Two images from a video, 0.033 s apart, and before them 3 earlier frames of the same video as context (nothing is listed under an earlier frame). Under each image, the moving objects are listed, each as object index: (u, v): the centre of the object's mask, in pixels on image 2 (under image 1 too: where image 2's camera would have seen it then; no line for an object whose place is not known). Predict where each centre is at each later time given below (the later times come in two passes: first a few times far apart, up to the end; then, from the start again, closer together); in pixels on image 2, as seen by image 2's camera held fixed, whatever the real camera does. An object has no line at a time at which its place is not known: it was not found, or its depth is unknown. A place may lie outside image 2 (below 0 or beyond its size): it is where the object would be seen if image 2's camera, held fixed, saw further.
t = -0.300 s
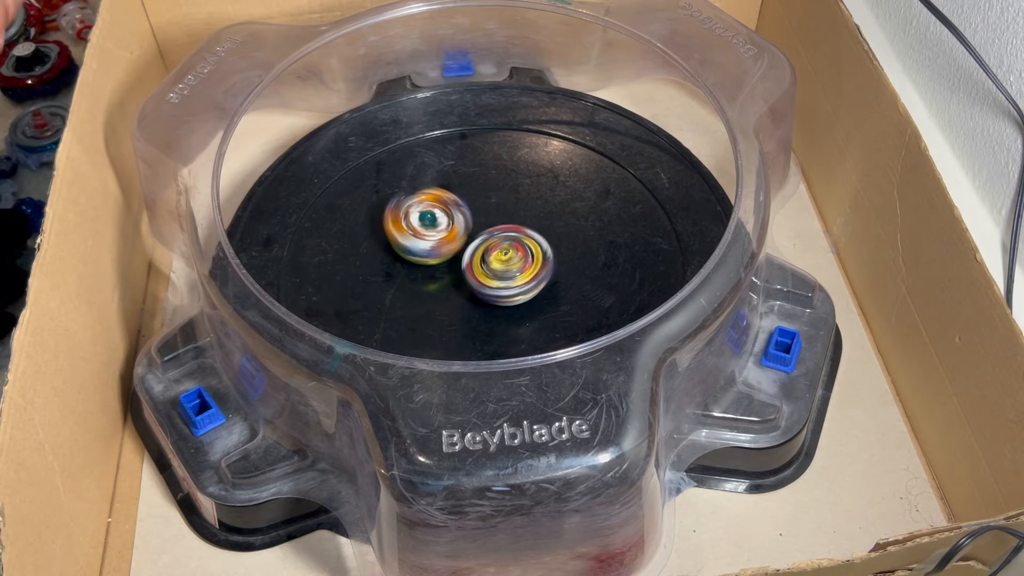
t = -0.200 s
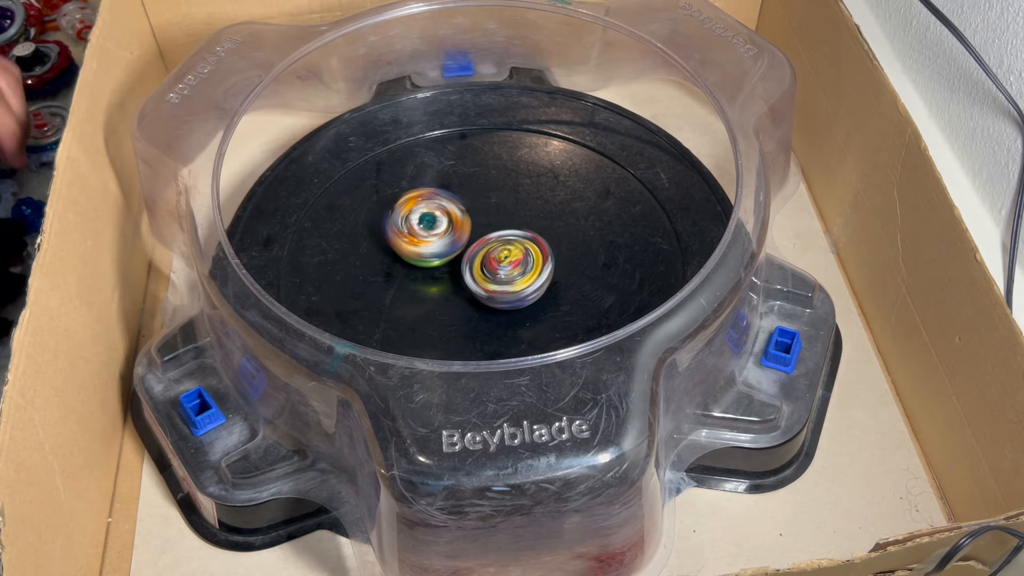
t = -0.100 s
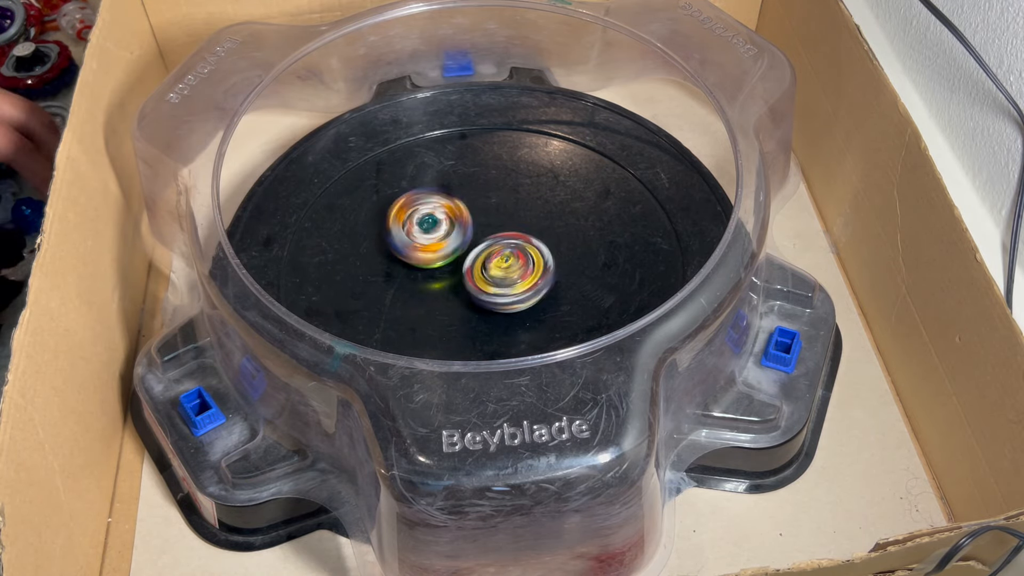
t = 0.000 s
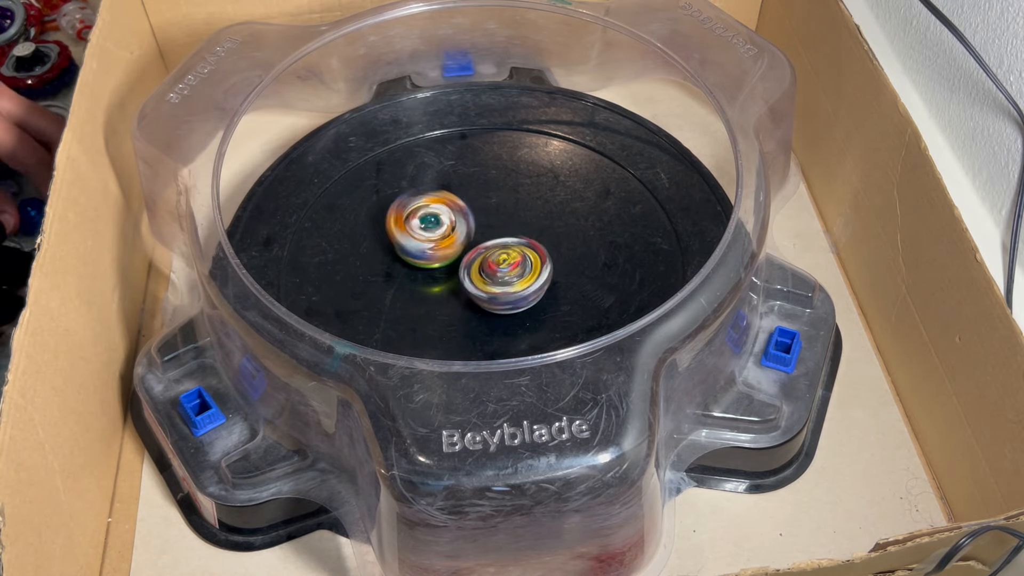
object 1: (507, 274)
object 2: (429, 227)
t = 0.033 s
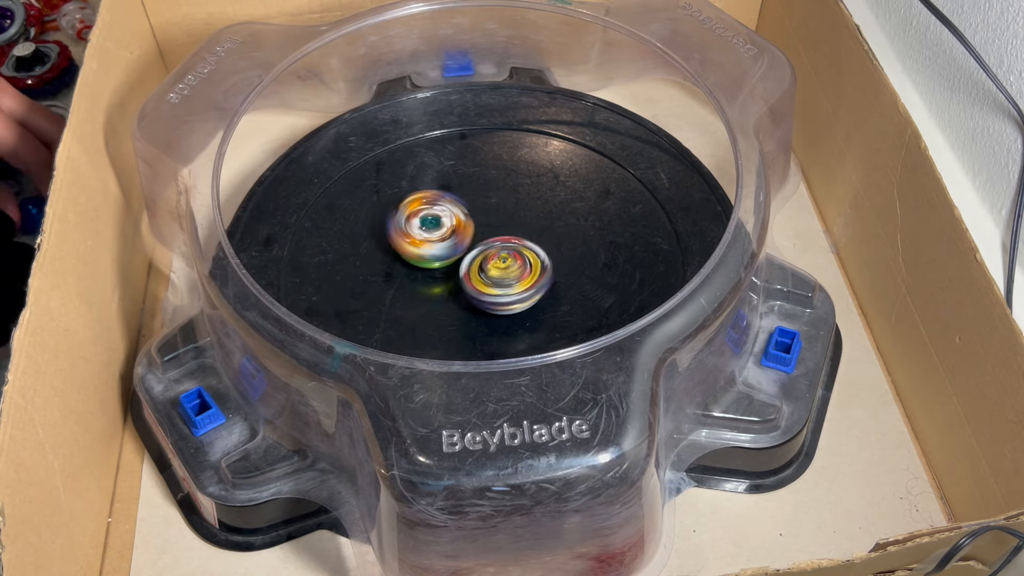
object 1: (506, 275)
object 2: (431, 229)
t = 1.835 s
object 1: (498, 281)
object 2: (431, 225)
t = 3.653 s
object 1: (515, 276)
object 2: (436, 224)
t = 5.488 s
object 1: (511, 274)
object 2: (411, 249)
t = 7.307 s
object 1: (509, 269)
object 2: (429, 235)
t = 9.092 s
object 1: (516, 269)
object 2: (439, 251)
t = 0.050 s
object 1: (504, 275)
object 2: (432, 229)
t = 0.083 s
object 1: (504, 276)
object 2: (431, 228)
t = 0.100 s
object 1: (503, 276)
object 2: (431, 228)
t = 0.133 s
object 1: (501, 277)
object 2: (432, 229)
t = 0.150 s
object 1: (501, 277)
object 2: (432, 228)
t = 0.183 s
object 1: (500, 277)
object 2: (432, 227)
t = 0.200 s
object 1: (499, 277)
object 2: (432, 227)
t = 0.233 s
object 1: (499, 277)
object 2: (431, 225)
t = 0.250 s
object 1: (499, 277)
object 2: (430, 226)
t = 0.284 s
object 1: (498, 278)
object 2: (431, 225)
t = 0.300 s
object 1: (498, 278)
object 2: (429, 223)
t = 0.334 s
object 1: (496, 278)
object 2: (430, 222)
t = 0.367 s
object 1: (495, 278)
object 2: (431, 221)
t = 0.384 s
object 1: (496, 277)
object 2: (432, 221)
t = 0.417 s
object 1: (494, 277)
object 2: (432, 221)
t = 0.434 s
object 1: (494, 277)
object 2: (433, 221)
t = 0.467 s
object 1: (494, 277)
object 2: (432, 221)
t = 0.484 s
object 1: (493, 277)
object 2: (432, 220)
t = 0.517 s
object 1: (494, 277)
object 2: (429, 218)
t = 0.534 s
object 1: (494, 277)
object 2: (428, 217)
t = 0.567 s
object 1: (493, 277)
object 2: (429, 218)
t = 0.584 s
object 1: (493, 276)
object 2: (430, 218)
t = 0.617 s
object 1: (493, 276)
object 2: (431, 220)
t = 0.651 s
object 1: (494, 276)
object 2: (432, 220)
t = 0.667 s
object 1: (493, 276)
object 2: (431, 220)
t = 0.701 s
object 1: (493, 276)
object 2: (431, 220)
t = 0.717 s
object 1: (493, 275)
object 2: (431, 220)
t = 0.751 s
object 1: (493, 275)
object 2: (431, 220)
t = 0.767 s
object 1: (493, 275)
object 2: (431, 221)
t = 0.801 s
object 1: (494, 276)
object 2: (430, 220)
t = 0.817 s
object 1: (494, 276)
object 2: (429, 220)
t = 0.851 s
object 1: (494, 276)
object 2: (430, 221)
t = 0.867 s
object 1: (495, 275)
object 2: (431, 221)
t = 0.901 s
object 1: (496, 276)
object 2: (431, 222)
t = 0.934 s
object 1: (496, 276)
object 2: (431, 223)
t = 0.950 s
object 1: (495, 276)
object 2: (432, 223)
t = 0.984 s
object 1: (496, 276)
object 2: (432, 223)
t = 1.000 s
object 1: (497, 276)
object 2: (432, 222)
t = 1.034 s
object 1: (497, 276)
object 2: (432, 223)
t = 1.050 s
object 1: (497, 276)
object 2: (433, 223)
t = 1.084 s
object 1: (499, 278)
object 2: (429, 221)
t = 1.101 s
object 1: (499, 279)
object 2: (429, 221)
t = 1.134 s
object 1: (498, 279)
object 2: (427, 222)
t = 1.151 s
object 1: (499, 278)
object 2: (429, 223)
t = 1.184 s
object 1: (500, 278)
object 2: (432, 225)
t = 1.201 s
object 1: (499, 279)
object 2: (433, 225)
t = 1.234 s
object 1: (500, 279)
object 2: (434, 227)
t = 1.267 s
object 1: (499, 279)
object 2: (434, 226)
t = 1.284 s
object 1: (499, 279)
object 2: (434, 227)
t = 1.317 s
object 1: (499, 279)
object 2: (434, 226)
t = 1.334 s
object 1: (499, 279)
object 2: (434, 227)
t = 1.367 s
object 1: (498, 279)
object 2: (434, 226)
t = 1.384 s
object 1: (498, 279)
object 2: (434, 227)
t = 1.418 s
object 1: (498, 280)
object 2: (434, 226)
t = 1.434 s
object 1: (498, 280)
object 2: (433, 227)
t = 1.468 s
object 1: (498, 280)
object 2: (433, 225)
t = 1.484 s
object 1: (498, 280)
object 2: (433, 226)
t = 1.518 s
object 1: (498, 280)
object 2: (432, 226)
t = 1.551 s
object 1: (498, 280)
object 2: (434, 226)
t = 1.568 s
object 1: (498, 280)
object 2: (434, 226)
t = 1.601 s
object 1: (499, 280)
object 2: (434, 225)
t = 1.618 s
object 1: (498, 280)
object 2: (433, 226)
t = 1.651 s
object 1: (497, 280)
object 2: (434, 226)
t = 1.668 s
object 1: (498, 280)
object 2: (433, 226)
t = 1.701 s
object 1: (498, 280)
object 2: (433, 225)
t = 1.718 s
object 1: (498, 281)
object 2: (432, 226)
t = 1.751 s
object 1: (497, 280)
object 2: (434, 226)
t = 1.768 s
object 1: (498, 280)
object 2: (432, 226)
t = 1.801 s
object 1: (499, 281)
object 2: (431, 224)
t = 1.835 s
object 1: (498, 281)
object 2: (431, 225)
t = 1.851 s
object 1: (498, 280)
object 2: (432, 226)
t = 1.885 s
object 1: (498, 280)
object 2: (434, 226)
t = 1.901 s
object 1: (499, 280)
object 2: (434, 226)
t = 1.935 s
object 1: (499, 280)
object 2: (435, 226)
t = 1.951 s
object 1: (499, 280)
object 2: (434, 226)
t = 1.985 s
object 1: (497, 279)
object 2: (434, 226)
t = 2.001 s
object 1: (499, 280)
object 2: (433, 226)
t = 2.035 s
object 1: (500, 280)
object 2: (431, 225)
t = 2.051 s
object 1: (499, 280)
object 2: (431, 225)
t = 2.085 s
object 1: (500, 279)
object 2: (433, 226)
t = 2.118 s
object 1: (501, 279)
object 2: (435, 226)
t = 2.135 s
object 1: (500, 279)
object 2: (435, 226)
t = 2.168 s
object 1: (500, 279)
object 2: (435, 225)
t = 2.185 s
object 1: (500, 279)
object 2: (434, 226)
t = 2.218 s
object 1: (499, 279)
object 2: (434, 227)
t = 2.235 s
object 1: (500, 278)
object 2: (434, 226)
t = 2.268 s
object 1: (502, 279)
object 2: (433, 225)
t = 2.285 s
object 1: (502, 279)
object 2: (433, 225)
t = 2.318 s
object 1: (501, 279)
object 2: (434, 226)
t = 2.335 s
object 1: (502, 278)
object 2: (436, 226)
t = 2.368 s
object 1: (503, 278)
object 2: (436, 225)
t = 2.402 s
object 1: (503, 279)
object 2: (436, 225)
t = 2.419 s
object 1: (503, 278)
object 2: (436, 226)
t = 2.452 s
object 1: (502, 278)
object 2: (436, 226)
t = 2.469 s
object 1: (503, 278)
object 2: (435, 226)
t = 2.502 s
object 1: (504, 278)
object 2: (434, 226)
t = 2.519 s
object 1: (504, 278)
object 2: (434, 227)
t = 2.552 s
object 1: (503, 278)
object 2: (435, 228)
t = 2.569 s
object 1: (504, 278)
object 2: (434, 227)
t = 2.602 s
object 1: (505, 279)
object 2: (432, 225)
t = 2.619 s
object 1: (505, 279)
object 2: (431, 226)
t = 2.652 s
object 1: (505, 278)
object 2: (432, 227)
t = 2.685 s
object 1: (505, 278)
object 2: (435, 228)
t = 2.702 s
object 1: (505, 278)
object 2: (435, 227)
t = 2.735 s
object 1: (506, 277)
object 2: (436, 228)
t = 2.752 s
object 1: (506, 277)
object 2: (436, 228)
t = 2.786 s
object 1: (505, 277)
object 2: (435, 229)
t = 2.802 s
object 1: (505, 277)
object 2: (435, 229)
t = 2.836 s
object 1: (506, 277)
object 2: (435, 229)
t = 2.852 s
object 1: (506, 276)
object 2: (434, 229)
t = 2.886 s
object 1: (506, 276)
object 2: (434, 230)
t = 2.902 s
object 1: (506, 277)
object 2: (432, 230)
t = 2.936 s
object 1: (506, 276)
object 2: (433, 230)
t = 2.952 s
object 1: (506, 277)
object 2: (432, 230)
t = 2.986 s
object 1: (506, 277)
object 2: (432, 230)
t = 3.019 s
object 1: (508, 278)
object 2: (431, 228)
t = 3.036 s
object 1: (508, 278)
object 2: (431, 228)
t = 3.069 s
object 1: (507, 277)
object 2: (430, 230)
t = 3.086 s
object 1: (507, 277)
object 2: (432, 230)
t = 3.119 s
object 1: (508, 276)
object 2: (433, 231)
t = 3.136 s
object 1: (508, 276)
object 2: (434, 231)
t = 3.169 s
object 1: (508, 276)
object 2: (434, 231)
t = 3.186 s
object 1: (508, 276)
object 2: (433, 231)
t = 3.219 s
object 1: (507, 276)
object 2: (434, 232)
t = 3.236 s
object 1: (507, 276)
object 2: (434, 232)
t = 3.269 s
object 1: (512, 278)
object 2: (427, 227)
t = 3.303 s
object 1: (512, 280)
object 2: (422, 225)
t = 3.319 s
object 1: (512, 280)
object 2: (422, 224)
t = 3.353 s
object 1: (511, 280)
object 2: (424, 225)
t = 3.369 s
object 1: (511, 279)
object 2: (424, 224)
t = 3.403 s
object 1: (511, 279)
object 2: (425, 224)
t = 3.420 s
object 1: (511, 278)
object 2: (426, 224)
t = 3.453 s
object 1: (512, 278)
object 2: (428, 225)
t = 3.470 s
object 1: (511, 278)
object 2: (429, 226)
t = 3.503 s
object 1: (510, 277)
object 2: (431, 226)
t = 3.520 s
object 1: (509, 276)
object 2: (432, 227)
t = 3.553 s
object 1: (510, 275)
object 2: (434, 228)
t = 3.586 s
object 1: (509, 274)
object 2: (437, 229)
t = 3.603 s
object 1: (511, 275)
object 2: (437, 229)
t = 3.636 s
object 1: (514, 276)
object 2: (435, 225)
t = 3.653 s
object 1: (515, 276)
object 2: (436, 224)
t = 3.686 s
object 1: (514, 276)
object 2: (438, 223)
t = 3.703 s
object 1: (514, 276)
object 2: (439, 223)
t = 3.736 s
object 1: (513, 274)
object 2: (441, 222)
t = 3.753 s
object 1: (514, 274)
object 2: (441, 221)
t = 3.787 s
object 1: (515, 272)
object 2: (442, 221)
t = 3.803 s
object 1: (515, 272)
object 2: (443, 221)
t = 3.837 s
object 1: (516, 271)
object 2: (445, 221)
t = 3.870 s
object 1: (515, 270)
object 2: (447, 220)
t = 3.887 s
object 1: (515, 270)
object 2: (447, 220)
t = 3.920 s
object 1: (515, 269)
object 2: (449, 219)
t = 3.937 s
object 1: (516, 268)
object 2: (450, 219)
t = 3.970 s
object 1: (516, 268)
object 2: (451, 218)
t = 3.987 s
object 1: (517, 269)
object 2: (449, 218)
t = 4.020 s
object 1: (517, 270)
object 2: (448, 215)
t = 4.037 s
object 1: (517, 270)
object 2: (449, 214)
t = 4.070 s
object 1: (516, 270)
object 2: (450, 213)
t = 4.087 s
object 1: (515, 269)
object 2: (451, 212)
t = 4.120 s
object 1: (516, 268)
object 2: (451, 212)
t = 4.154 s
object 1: (518, 267)
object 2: (451, 213)
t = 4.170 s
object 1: (518, 268)
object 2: (452, 213)
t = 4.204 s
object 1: (517, 268)
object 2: (453, 214)
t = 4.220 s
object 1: (516, 267)
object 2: (455, 214)
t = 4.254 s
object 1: (516, 267)
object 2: (455, 213)
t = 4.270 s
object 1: (516, 267)
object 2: (454, 213)
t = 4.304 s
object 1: (515, 267)
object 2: (452, 213)
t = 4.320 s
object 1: (515, 267)
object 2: (452, 213)
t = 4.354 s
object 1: (514, 267)
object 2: (452, 215)
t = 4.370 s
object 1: (516, 268)
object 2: (449, 213)
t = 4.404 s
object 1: (516, 270)
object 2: (443, 212)
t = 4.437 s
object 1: (515, 270)
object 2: (441, 212)
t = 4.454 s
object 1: (514, 270)
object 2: (441, 212)
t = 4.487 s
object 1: (514, 270)
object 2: (441, 212)
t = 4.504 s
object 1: (513, 269)
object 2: (440, 213)
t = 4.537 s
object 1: (514, 268)
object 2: (441, 214)
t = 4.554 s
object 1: (514, 268)
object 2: (442, 216)
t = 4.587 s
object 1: (514, 268)
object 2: (442, 219)
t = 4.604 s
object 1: (513, 268)
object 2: (442, 220)
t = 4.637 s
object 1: (513, 268)
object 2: (441, 222)
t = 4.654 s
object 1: (513, 269)
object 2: (441, 223)
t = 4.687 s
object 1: (511, 270)
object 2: (441, 222)
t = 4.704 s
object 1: (510, 270)
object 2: (440, 222)
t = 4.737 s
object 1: (508, 270)
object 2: (439, 222)
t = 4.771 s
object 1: (509, 269)
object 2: (436, 223)
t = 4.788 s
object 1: (510, 270)
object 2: (435, 222)
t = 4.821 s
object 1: (509, 271)
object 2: (433, 224)
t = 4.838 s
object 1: (508, 271)
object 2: (432, 226)
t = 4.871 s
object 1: (507, 271)
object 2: (433, 227)
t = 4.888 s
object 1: (507, 271)
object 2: (432, 226)
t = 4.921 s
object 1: (507, 270)
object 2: (430, 227)
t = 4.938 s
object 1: (508, 270)
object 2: (429, 229)
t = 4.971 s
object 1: (508, 271)
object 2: (428, 230)
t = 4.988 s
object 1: (509, 272)
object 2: (428, 230)
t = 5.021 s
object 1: (508, 273)
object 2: (426, 231)
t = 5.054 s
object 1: (506, 273)
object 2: (428, 233)
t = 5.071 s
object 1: (506, 273)
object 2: (427, 234)
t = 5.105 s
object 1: (509, 273)
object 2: (422, 232)
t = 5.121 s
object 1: (509, 273)
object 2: (421, 232)
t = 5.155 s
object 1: (508, 273)
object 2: (421, 235)
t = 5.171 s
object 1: (507, 273)
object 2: (423, 237)
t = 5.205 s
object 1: (506, 273)
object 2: (424, 239)
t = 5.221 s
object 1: (507, 272)
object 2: (421, 240)
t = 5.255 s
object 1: (509, 272)
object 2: (419, 242)
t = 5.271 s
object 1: (510, 272)
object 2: (420, 243)
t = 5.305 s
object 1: (510, 273)
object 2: (422, 245)
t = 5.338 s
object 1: (511, 274)
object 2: (422, 247)
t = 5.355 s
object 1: (511, 275)
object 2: (420, 247)
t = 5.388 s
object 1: (508, 275)
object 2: (418, 248)
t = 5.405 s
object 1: (507, 275)
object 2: (419, 249)
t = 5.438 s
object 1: (507, 274)
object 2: (419, 250)
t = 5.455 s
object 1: (510, 274)
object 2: (415, 249)
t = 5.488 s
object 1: (511, 274)
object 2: (411, 249)
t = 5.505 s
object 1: (511, 275)
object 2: (412, 250)
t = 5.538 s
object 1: (511, 275)
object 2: (413, 250)
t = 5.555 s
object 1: (510, 275)
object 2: (413, 250)
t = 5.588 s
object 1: (508, 275)
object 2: (414, 250)
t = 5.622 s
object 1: (508, 273)
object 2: (416, 250)
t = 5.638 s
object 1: (508, 272)
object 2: (417, 250)
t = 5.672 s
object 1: (509, 271)
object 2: (420, 251)
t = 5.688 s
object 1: (510, 271)
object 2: (420, 252)
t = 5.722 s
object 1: (512, 271)
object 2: (421, 252)
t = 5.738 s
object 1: (514, 271)
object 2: (420, 251)
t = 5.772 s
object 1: (514, 273)
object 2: (420, 251)
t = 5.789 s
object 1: (513, 274)
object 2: (419, 251)
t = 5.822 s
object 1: (510, 274)
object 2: (420, 251)
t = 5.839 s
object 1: (508, 274)
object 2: (420, 252)
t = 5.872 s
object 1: (508, 272)
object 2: (419, 251)
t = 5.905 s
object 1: (511, 272)
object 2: (414, 249)
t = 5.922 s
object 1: (512, 273)
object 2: (413, 248)
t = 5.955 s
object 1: (512, 274)
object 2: (412, 246)
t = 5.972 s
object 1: (511, 275)
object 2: (413, 245)
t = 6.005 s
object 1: (508, 276)
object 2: (414, 245)
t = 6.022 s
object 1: (507, 275)
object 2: (414, 244)
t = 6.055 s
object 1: (505, 273)
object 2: (416, 244)
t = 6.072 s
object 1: (504, 272)
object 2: (417, 244)
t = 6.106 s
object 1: (505, 270)
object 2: (419, 244)
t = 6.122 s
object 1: (506, 269)
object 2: (421, 244)
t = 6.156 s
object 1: (508, 268)
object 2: (422, 246)
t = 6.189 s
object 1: (513, 268)
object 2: (420, 246)
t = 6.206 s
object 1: (513, 268)
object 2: (419, 248)
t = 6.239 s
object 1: (514, 269)
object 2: (422, 249)
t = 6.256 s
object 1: (514, 269)
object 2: (424, 249)
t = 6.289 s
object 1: (516, 270)
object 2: (425, 250)
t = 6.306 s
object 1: (518, 271)
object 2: (425, 249)
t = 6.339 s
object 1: (518, 271)
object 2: (425, 247)
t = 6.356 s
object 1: (519, 271)
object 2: (426, 247)
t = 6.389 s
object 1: (518, 271)
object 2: (428, 247)
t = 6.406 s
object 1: (517, 270)
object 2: (429, 248)
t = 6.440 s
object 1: (517, 270)
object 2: (429, 248)
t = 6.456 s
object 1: (517, 269)
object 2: (430, 248)
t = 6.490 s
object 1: (518, 269)
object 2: (429, 249)
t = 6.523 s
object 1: (519, 269)
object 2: (428, 250)
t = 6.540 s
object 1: (519, 270)
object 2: (428, 249)
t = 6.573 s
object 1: (518, 271)
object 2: (428, 249)
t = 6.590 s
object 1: (518, 271)
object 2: (429, 250)
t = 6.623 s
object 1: (518, 271)
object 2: (425, 249)
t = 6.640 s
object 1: (518, 272)
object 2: (424, 249)
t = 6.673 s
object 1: (517, 272)
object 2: (422, 250)
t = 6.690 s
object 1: (516, 272)
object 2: (422, 251)
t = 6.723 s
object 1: (515, 271)
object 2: (420, 252)
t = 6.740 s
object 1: (514, 270)
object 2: (419, 253)
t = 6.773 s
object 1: (512, 269)
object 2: (419, 253)
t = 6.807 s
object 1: (513, 269)
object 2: (420, 254)
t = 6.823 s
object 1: (515, 269)
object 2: (418, 253)
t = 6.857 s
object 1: (518, 270)
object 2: (417, 251)
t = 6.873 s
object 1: (518, 271)
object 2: (417, 251)
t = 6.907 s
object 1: (518, 272)
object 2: (418, 251)
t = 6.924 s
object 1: (518, 272)
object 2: (419, 251)
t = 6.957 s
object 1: (516, 272)
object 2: (421, 250)
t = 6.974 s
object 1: (515, 272)
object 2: (423, 250)
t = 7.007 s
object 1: (513, 271)
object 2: (427, 249)
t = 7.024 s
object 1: (512, 271)
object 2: (430, 248)
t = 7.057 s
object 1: (514, 271)
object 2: (429, 246)
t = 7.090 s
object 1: (515, 272)
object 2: (429, 243)
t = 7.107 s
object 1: (514, 272)
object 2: (429, 242)
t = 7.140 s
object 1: (513, 274)
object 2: (432, 239)
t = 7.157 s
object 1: (513, 275)
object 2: (432, 238)
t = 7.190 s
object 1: (510, 276)
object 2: (430, 235)
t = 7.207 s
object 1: (510, 275)
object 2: (430, 234)
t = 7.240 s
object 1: (509, 274)
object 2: (428, 235)
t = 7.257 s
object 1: (508, 273)
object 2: (428, 235)
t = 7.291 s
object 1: (508, 271)
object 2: (429, 235)
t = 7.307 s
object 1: (509, 269)
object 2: (429, 235)
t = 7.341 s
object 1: (511, 268)
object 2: (428, 234)
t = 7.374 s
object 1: (514, 267)
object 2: (427, 233)
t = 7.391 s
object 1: (514, 267)
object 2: (428, 232)
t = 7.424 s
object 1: (516, 267)
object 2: (430, 232)
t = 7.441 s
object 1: (516, 267)
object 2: (431, 233)
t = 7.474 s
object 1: (516, 267)
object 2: (434, 234)
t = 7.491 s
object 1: (516, 267)
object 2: (436, 235)
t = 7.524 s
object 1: (516, 267)
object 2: (437, 235)
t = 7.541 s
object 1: (516, 267)
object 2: (438, 235)
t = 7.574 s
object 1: (515, 267)
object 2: (438, 235)
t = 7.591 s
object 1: (515, 267)
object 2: (437, 235)
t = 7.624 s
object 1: (515, 267)
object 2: (432, 234)
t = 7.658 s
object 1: (515, 267)
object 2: (429, 235)
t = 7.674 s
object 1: (514, 267)
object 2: (429, 235)
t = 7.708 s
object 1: (514, 267)
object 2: (428, 236)
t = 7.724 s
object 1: (514, 267)
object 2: (427, 236)
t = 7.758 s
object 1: (514, 267)
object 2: (428, 235)
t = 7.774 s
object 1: (514, 267)
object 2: (427, 235)
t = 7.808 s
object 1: (513, 267)
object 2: (428, 237)
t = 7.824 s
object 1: (511, 267)
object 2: (427, 238)
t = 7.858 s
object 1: (512, 267)
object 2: (426, 238)
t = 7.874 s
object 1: (513, 267)
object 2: (425, 239)
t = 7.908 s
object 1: (512, 267)
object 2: (424, 241)
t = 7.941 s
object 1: (511, 267)
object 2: (426, 243)
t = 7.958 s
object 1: (510, 266)
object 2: (427, 243)
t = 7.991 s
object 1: (511, 267)
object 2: (424, 243)
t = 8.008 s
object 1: (512, 267)
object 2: (425, 243)
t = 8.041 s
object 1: (512, 267)
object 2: (426, 243)
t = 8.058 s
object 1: (513, 267)
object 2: (425, 243)
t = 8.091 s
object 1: (515, 268)
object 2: (424, 243)
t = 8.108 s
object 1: (515, 268)
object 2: (424, 244)
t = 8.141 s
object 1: (516, 269)
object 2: (424, 244)
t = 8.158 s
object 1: (517, 270)
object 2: (424, 244)
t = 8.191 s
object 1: (517, 271)
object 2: (426, 245)
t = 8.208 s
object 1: (517, 271)
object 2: (427, 245)
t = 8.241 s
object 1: (517, 271)
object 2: (429, 245)
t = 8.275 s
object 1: (518, 271)
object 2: (432, 246)
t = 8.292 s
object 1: (518, 271)
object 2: (433, 247)
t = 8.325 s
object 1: (518, 271)
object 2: (433, 247)
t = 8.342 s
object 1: (518, 271)
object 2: (432, 246)
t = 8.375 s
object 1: (518, 270)
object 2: (431, 246)
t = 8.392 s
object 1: (518, 271)
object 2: (431, 246)
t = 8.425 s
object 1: (518, 271)
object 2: (433, 248)
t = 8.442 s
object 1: (517, 271)
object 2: (433, 248)
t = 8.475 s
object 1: (520, 272)
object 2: (432, 250)
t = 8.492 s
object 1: (521, 272)
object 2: (430, 250)
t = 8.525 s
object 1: (522, 271)
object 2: (428, 250)
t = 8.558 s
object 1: (520, 269)
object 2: (427, 248)
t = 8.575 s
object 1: (519, 268)
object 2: (427, 248)
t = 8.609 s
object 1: (519, 266)
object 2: (428, 247)
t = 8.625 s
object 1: (518, 265)
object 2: (428, 247)
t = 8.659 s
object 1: (518, 266)
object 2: (431, 248)
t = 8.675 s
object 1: (517, 267)
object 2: (431, 248)
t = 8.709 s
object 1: (513, 268)
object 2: (432, 250)
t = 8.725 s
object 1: (513, 269)
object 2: (432, 250)
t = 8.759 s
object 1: (514, 268)
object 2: (429, 252)
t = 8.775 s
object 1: (514, 268)
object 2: (429, 252)
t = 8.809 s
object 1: (516, 268)
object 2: (426, 252)
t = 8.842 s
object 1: (516, 267)
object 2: (426, 251)
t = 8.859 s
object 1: (516, 267)
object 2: (427, 251)
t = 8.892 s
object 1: (516, 266)
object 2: (430, 251)
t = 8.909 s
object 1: (518, 266)
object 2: (430, 250)
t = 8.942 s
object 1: (518, 265)
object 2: (430, 250)
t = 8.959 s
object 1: (518, 265)
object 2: (430, 250)
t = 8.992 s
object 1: (517, 266)
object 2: (431, 250)
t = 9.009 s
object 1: (517, 266)
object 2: (432, 250)
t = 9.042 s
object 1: (517, 266)
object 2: (435, 251)
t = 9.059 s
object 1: (517, 267)
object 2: (437, 251)
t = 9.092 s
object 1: (516, 269)
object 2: (439, 251)
